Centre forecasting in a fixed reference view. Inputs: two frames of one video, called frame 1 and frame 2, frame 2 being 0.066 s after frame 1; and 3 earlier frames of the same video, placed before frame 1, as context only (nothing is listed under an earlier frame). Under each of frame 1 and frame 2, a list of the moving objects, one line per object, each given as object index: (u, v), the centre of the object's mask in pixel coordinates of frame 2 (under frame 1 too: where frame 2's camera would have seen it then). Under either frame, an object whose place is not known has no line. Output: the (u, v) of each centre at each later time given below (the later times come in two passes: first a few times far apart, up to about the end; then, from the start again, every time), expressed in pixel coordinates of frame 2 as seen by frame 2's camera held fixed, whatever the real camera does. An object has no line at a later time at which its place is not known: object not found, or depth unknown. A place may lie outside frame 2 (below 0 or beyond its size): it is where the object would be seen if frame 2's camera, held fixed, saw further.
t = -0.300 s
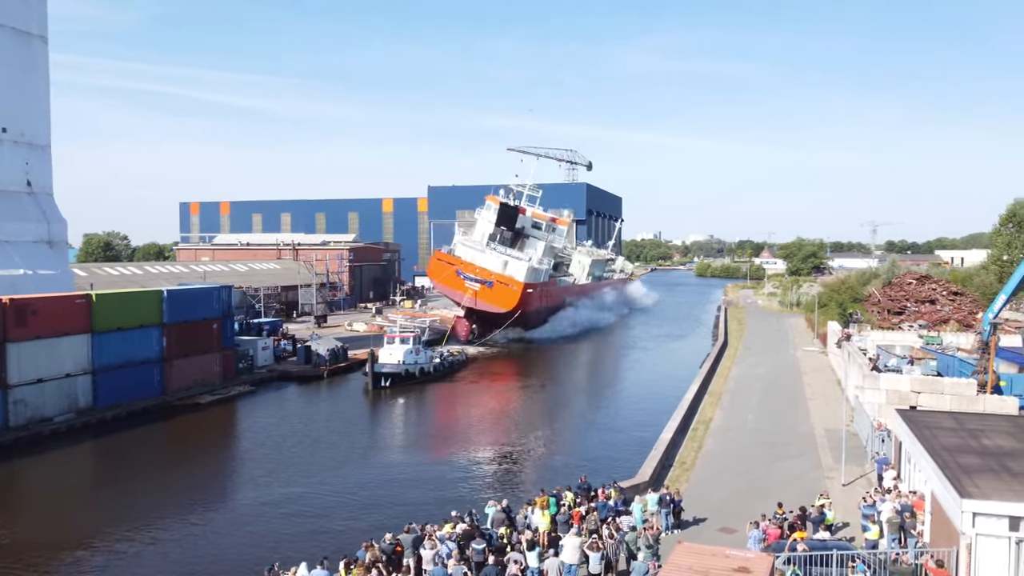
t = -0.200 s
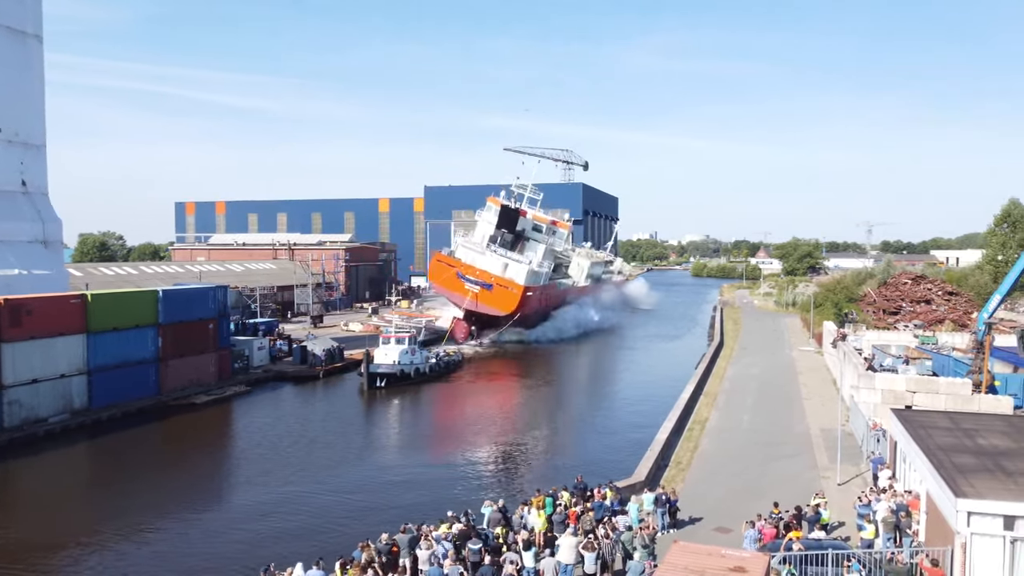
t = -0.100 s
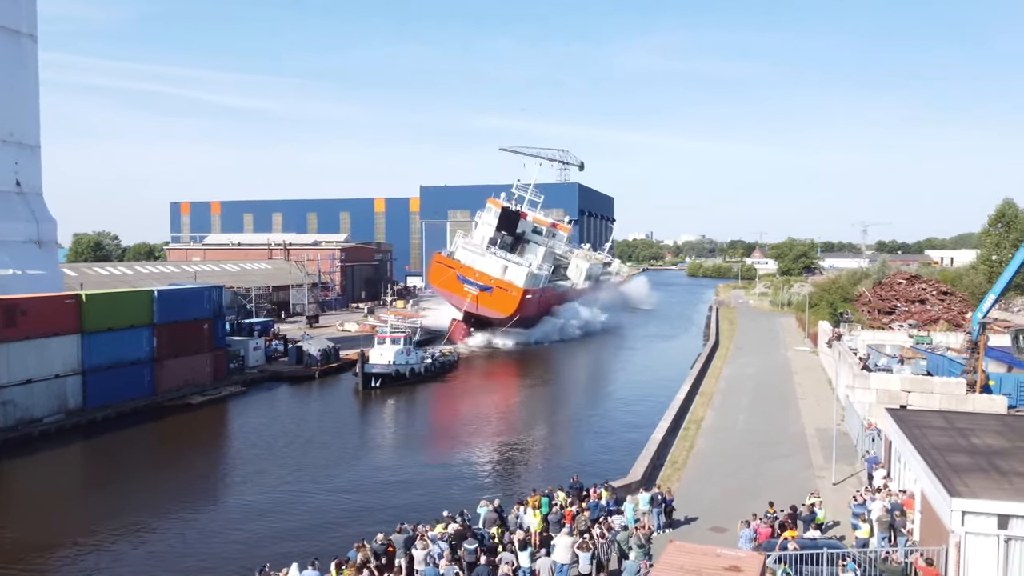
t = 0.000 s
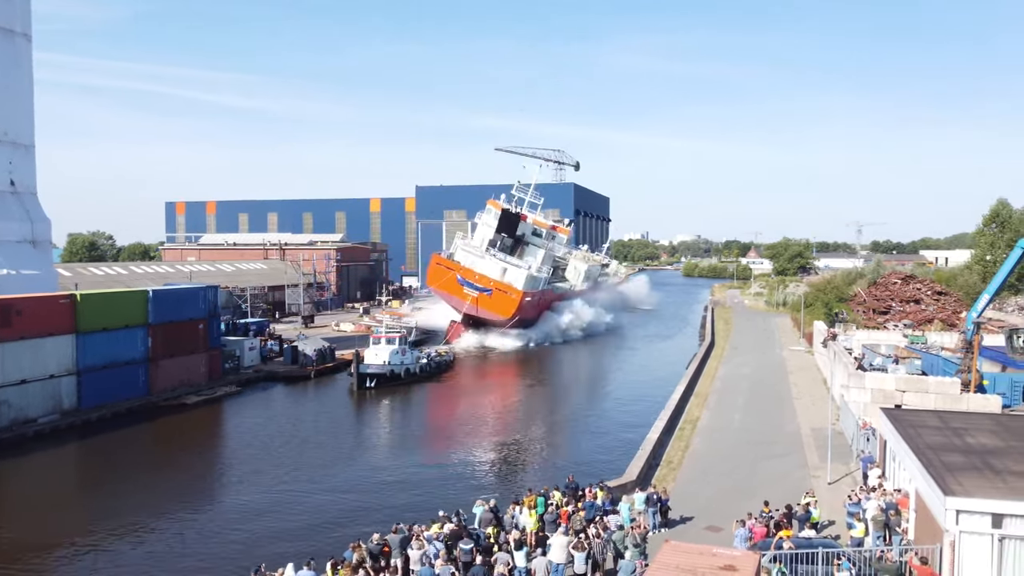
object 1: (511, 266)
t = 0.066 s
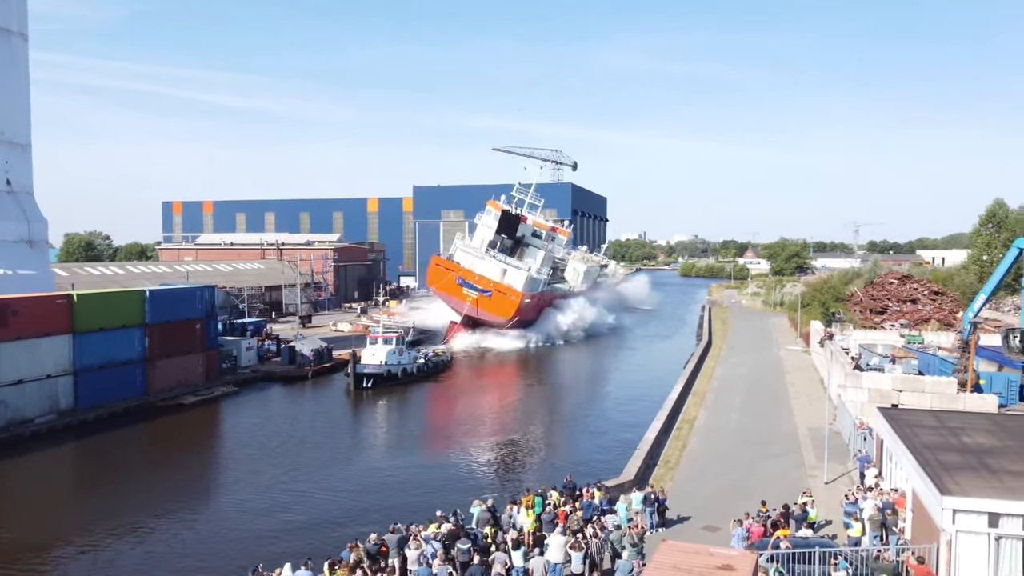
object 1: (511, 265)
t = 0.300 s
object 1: (517, 266)
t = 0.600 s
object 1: (519, 265)
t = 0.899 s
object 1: (525, 266)
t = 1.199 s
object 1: (528, 268)
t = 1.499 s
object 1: (535, 270)
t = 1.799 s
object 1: (541, 276)
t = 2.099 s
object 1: (542, 276)
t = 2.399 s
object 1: (543, 276)
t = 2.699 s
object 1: (543, 278)
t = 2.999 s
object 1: (542, 278)
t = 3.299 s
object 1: (543, 274)
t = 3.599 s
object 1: (540, 276)
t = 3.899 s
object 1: (539, 277)
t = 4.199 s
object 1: (538, 277)
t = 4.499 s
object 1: (537, 278)
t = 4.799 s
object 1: (534, 277)
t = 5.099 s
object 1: (533, 276)
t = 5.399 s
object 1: (532, 276)
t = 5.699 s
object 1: (531, 277)
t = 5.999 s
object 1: (531, 276)
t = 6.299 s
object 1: (530, 276)
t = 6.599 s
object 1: (531, 275)
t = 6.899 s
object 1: (532, 274)
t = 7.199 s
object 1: (533, 274)
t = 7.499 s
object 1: (534, 274)
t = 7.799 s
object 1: (536, 275)
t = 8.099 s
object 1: (538, 275)
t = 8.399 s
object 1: (541, 275)
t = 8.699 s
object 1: (544, 276)
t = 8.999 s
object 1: (547, 276)
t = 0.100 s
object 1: (512, 265)
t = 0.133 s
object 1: (513, 265)
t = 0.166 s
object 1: (513, 265)
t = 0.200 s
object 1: (514, 265)
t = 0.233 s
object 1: (516, 267)
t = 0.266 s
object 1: (517, 267)
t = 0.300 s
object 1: (517, 266)
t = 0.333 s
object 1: (516, 265)
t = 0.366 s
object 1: (516, 266)
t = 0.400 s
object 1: (517, 265)
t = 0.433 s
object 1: (517, 265)
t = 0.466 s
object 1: (517, 265)
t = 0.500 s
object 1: (518, 265)
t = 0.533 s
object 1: (519, 265)
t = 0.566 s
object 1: (519, 265)
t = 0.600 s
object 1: (519, 265)
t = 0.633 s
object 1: (519, 265)
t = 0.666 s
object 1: (520, 265)
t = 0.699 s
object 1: (520, 266)
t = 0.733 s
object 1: (520, 266)
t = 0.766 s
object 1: (520, 266)
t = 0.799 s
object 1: (521, 266)
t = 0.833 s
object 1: (526, 267)
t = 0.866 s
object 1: (526, 267)
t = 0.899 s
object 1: (525, 266)
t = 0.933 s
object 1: (525, 266)
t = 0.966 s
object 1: (527, 267)
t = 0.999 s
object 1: (527, 268)
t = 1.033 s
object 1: (528, 268)
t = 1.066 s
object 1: (526, 267)
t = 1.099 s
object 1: (528, 268)
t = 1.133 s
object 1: (534, 270)
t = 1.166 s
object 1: (534, 270)
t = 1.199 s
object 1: (528, 268)
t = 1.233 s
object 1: (528, 268)
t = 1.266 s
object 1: (536, 270)
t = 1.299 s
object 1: (537, 271)
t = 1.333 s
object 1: (537, 271)
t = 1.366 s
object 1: (537, 271)
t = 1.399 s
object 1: (537, 271)
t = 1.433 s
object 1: (532, 270)
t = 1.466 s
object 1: (538, 272)
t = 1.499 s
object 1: (535, 270)
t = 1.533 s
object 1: (533, 270)
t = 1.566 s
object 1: (536, 272)
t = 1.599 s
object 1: (539, 273)
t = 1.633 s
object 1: (540, 273)
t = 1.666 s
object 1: (540, 274)
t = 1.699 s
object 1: (537, 273)
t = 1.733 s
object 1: (540, 274)
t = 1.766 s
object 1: (541, 275)
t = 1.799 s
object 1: (541, 276)
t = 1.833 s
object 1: (541, 276)
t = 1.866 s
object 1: (542, 276)
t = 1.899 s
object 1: (542, 276)
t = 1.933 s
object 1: (542, 276)
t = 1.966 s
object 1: (542, 277)
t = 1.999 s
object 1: (542, 277)
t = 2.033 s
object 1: (542, 276)
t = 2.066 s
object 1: (542, 276)
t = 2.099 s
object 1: (542, 276)
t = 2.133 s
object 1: (542, 277)
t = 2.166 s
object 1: (542, 277)
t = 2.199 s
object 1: (542, 276)
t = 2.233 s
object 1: (542, 276)
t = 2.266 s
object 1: (542, 276)
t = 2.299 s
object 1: (542, 276)
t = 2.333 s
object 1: (542, 276)
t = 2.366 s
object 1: (542, 276)
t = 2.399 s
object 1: (543, 276)
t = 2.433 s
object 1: (543, 277)
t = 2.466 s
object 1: (543, 277)
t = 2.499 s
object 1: (543, 276)
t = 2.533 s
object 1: (543, 277)
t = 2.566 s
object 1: (543, 277)
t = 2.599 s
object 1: (543, 277)
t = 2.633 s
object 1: (543, 278)
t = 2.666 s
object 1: (543, 278)
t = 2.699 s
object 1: (543, 278)
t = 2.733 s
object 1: (543, 279)
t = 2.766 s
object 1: (543, 278)
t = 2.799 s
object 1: (543, 278)
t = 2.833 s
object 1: (543, 279)
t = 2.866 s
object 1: (543, 278)
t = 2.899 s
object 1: (543, 278)
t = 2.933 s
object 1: (543, 279)
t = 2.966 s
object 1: (543, 279)
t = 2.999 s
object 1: (542, 278)
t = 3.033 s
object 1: (542, 278)
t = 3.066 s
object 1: (542, 277)
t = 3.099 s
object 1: (542, 278)
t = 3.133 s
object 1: (543, 277)
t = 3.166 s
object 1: (542, 276)
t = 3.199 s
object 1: (542, 276)
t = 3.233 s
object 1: (544, 274)
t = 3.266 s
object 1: (545, 275)
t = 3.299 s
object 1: (543, 274)
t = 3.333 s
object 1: (543, 274)
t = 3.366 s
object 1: (542, 276)
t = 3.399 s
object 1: (541, 275)
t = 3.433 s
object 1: (541, 276)
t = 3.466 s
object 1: (541, 276)
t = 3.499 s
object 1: (541, 276)
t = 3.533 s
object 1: (543, 278)
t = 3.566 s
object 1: (544, 278)
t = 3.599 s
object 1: (540, 276)
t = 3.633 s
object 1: (544, 278)
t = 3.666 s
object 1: (544, 278)
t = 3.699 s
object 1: (544, 278)
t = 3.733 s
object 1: (544, 278)
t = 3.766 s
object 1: (540, 276)
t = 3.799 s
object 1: (540, 276)
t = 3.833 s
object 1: (540, 277)
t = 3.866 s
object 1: (540, 277)
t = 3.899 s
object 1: (539, 277)
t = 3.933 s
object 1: (539, 277)
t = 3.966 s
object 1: (539, 277)
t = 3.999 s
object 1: (539, 277)
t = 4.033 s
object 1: (539, 277)
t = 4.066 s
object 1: (539, 277)
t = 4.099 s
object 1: (539, 277)
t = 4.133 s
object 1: (538, 277)
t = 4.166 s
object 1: (538, 277)
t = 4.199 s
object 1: (538, 277)
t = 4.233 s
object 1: (538, 277)
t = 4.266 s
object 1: (538, 277)
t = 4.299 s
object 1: (538, 278)
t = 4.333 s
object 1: (538, 278)
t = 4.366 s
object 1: (537, 277)
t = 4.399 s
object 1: (537, 277)
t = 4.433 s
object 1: (537, 277)
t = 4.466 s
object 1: (537, 277)
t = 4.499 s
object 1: (537, 278)
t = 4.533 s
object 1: (536, 277)
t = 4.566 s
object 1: (536, 277)
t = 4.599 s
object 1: (536, 277)
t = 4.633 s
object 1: (536, 277)
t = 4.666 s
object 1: (536, 277)
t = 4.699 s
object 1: (535, 277)
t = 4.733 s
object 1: (535, 277)
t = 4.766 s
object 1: (535, 278)
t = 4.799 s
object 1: (534, 277)
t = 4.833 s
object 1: (535, 278)
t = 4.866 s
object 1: (535, 278)
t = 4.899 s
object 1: (534, 276)
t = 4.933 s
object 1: (534, 276)
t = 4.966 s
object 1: (534, 278)
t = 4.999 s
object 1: (534, 278)
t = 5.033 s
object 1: (533, 277)
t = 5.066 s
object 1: (533, 276)
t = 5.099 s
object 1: (533, 276)
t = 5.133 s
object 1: (532, 277)
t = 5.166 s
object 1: (532, 277)
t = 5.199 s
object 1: (532, 277)
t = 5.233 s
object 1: (532, 277)
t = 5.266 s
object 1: (532, 277)
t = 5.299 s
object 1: (532, 277)
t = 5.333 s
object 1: (532, 277)
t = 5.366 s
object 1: (532, 276)
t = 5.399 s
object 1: (532, 276)
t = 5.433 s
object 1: (531, 277)
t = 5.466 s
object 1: (532, 276)
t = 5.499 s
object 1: (531, 277)
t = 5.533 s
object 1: (531, 277)
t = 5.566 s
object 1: (531, 276)
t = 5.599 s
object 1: (531, 277)
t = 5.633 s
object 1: (531, 277)
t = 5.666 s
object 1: (531, 277)
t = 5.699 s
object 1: (531, 277)
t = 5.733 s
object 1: (531, 277)
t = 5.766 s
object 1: (531, 276)
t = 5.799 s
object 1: (531, 276)
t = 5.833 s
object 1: (531, 276)
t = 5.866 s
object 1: (531, 277)
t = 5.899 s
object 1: (531, 276)
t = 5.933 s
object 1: (531, 276)
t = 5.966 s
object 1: (531, 276)
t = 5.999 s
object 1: (531, 276)
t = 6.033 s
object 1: (531, 276)
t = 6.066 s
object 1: (531, 276)
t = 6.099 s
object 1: (531, 276)
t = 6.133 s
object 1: (531, 276)
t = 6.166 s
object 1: (530, 276)
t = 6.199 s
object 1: (530, 276)
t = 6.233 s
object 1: (531, 276)
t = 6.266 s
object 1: (530, 276)
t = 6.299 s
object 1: (530, 276)
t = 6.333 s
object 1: (530, 276)
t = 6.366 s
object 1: (530, 276)
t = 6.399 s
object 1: (531, 276)
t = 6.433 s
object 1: (531, 275)
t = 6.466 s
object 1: (531, 275)
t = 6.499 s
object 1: (530, 275)
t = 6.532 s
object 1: (531, 275)
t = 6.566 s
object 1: (530, 275)
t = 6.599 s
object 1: (531, 275)
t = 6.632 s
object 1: (531, 275)
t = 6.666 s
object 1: (531, 275)
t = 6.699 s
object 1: (531, 275)
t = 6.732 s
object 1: (531, 275)
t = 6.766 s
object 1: (531, 275)
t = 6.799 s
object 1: (531, 274)
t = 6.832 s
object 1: (531, 274)
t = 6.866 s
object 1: (532, 274)
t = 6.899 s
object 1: (532, 274)
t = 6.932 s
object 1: (532, 275)
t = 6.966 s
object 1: (532, 275)
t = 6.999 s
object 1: (532, 275)
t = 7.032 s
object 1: (532, 275)
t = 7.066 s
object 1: (532, 275)
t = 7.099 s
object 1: (532, 275)
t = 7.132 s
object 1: (533, 274)
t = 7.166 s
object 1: (533, 274)
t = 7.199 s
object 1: (533, 274)
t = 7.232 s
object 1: (533, 274)
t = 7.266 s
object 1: (533, 274)
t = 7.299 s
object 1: (533, 274)
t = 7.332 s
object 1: (534, 274)
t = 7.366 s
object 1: (534, 274)
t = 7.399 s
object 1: (534, 274)
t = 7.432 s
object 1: (534, 274)
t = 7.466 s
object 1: (534, 274)
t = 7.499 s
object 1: (534, 274)
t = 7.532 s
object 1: (535, 274)
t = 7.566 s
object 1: (535, 274)
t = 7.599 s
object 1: (535, 274)
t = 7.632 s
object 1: (535, 274)
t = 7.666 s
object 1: (536, 274)
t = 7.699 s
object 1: (535, 274)
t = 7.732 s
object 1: (536, 275)
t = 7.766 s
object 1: (536, 275)
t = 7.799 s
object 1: (536, 275)
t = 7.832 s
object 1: (536, 274)
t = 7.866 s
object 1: (536, 274)
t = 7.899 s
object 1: (537, 274)
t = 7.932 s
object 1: (537, 275)
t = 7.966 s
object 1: (537, 274)
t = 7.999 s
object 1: (537, 275)
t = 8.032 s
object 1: (538, 274)
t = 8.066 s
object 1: (538, 275)
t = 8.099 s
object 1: (538, 275)
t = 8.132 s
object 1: (538, 275)
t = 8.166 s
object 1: (538, 275)
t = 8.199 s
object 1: (539, 275)
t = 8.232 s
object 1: (539, 275)
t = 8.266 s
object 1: (539, 275)
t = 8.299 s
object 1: (540, 275)
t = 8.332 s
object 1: (540, 275)
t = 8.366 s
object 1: (541, 275)
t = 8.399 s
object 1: (541, 275)
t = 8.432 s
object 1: (541, 275)
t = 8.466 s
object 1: (542, 275)
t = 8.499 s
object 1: (542, 275)
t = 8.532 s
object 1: (542, 275)
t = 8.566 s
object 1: (542, 275)
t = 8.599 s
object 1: (543, 275)
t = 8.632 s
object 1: (543, 275)
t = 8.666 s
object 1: (544, 276)
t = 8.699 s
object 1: (544, 276)
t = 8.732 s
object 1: (545, 276)
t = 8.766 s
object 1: (545, 276)
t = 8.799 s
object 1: (545, 276)
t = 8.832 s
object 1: (545, 276)
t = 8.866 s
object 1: (546, 276)
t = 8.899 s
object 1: (546, 276)
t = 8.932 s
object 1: (546, 277)
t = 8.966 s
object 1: (547, 276)
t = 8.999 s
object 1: (547, 276)
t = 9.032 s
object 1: (547, 276)
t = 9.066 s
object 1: (547, 275)
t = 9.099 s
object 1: (548, 276)
